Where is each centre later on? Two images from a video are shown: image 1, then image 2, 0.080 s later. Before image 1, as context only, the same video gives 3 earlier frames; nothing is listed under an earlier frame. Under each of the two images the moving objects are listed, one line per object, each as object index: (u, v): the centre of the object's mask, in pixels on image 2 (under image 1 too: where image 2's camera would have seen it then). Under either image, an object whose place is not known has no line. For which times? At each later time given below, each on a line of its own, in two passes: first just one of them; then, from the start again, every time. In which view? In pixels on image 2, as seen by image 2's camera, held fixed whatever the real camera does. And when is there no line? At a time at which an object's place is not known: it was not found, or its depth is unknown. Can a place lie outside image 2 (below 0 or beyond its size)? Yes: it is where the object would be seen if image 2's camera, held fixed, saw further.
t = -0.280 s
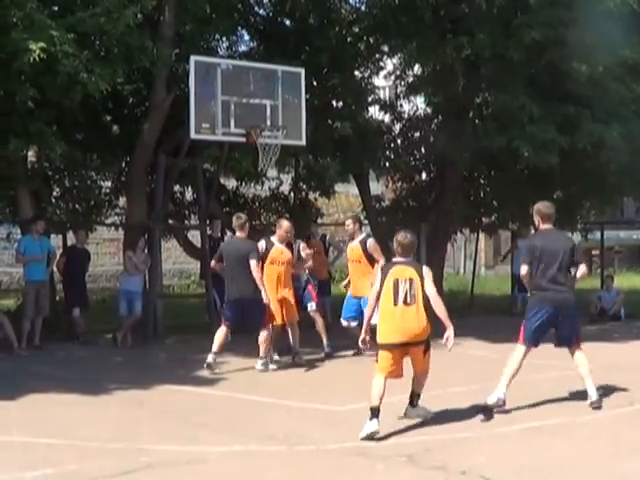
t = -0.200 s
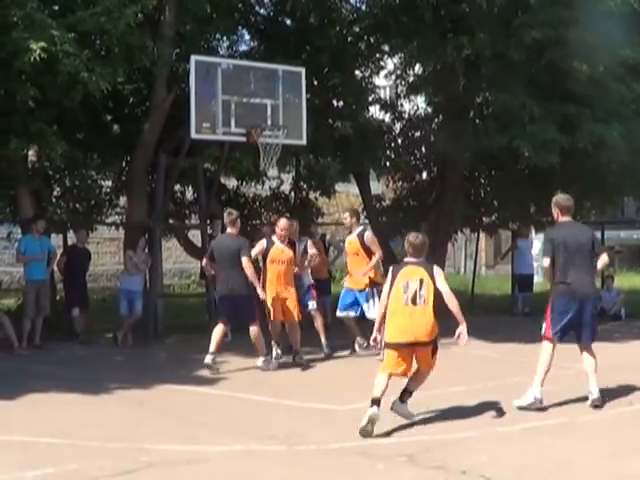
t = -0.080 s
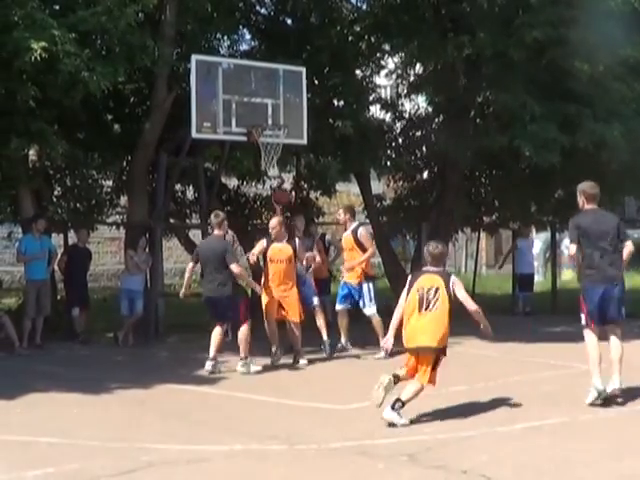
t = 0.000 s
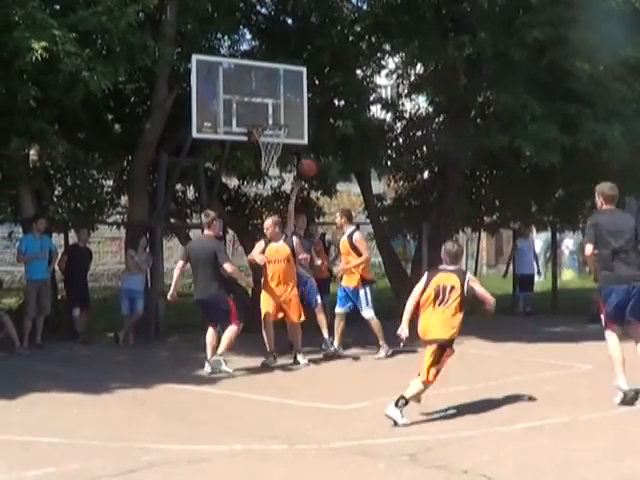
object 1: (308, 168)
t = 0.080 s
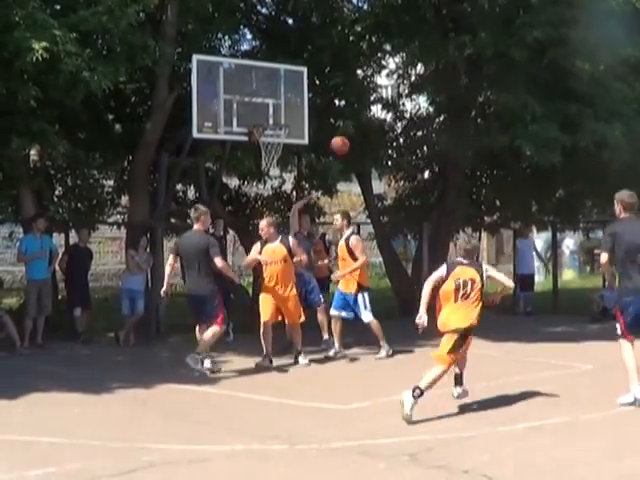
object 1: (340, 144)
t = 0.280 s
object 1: (427, 106)
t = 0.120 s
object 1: (356, 135)
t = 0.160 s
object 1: (373, 127)
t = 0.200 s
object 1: (390, 119)
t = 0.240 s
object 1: (408, 112)
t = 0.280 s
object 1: (427, 106)
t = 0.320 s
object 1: (446, 102)
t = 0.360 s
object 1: (465, 99)
